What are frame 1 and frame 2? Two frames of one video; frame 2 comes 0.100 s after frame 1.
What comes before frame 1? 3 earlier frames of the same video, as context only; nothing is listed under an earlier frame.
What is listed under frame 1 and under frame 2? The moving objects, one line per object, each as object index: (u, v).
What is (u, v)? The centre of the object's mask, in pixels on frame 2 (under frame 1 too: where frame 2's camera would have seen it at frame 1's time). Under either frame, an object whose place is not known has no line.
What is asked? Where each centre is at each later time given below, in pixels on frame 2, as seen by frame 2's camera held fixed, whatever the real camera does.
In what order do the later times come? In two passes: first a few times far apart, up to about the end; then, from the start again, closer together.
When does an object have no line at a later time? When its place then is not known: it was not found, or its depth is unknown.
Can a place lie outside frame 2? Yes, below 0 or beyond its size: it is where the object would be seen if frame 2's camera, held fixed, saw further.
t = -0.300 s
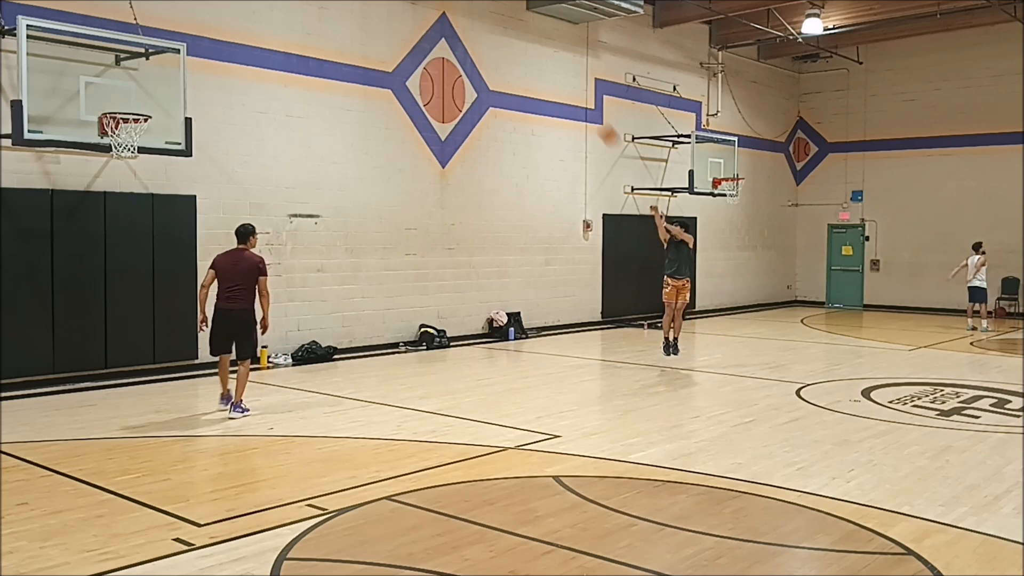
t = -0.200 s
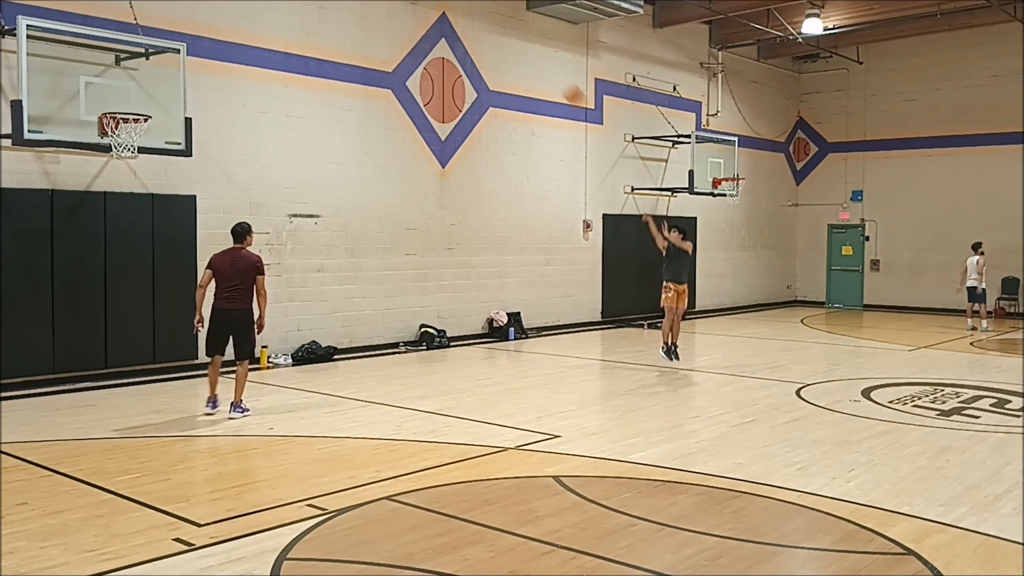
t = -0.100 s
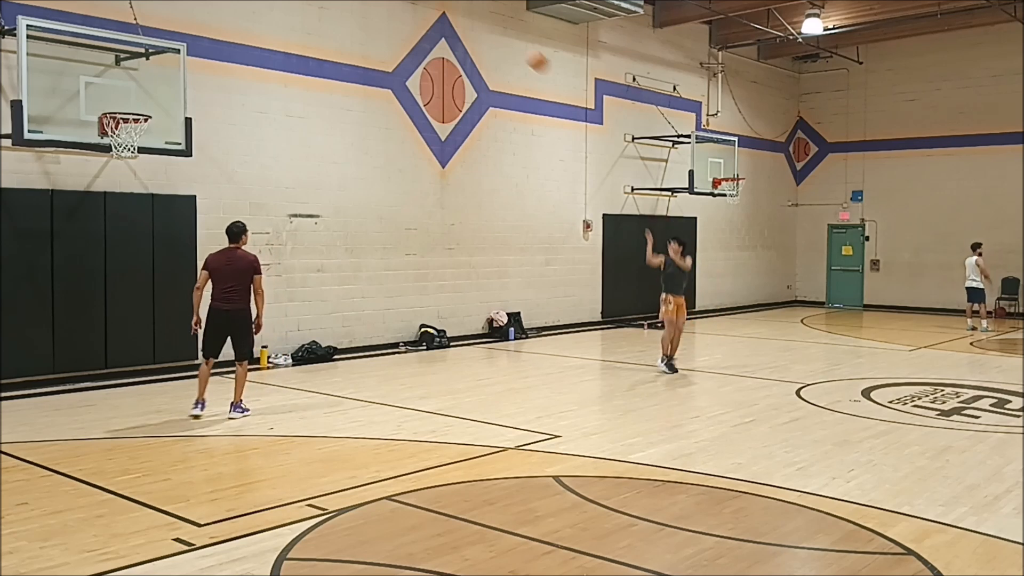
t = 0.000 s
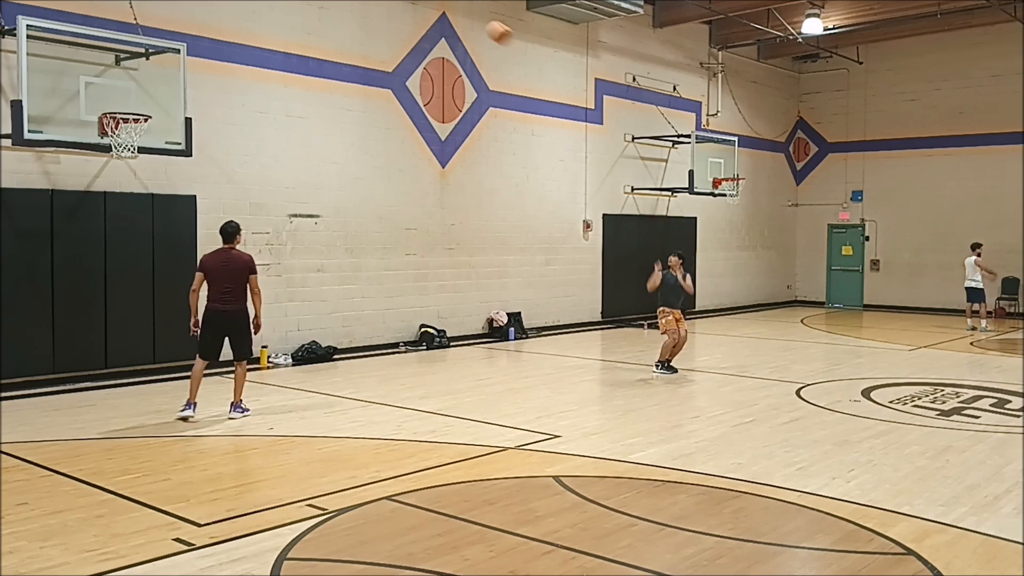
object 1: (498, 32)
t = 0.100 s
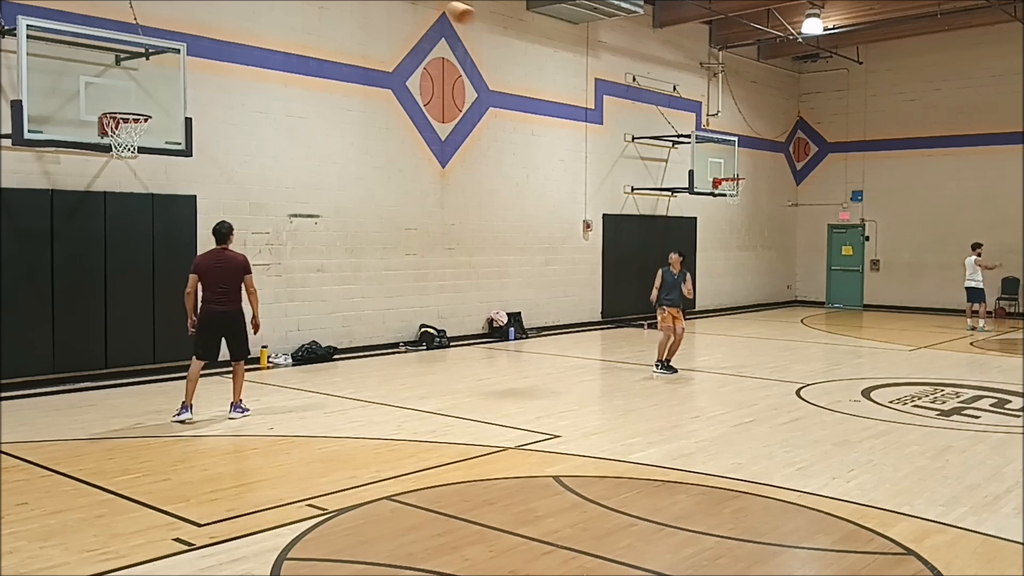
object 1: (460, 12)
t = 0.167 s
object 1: (435, 7)
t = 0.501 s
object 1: (287, 13)
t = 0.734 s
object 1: (171, 81)
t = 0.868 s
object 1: (118, 126)
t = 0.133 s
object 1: (447, 8)
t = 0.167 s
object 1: (435, 7)
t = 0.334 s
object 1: (362, 3)
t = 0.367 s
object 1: (348, 4)
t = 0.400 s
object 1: (333, 5)
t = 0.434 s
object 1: (318, 6)
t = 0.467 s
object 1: (302, 8)
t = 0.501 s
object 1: (287, 13)
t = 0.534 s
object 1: (271, 19)
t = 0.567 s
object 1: (254, 26)
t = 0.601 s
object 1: (240, 33)
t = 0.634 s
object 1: (222, 45)
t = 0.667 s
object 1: (207, 53)
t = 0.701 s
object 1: (189, 68)
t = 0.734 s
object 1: (171, 81)
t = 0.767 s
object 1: (140, 106)
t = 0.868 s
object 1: (118, 126)
